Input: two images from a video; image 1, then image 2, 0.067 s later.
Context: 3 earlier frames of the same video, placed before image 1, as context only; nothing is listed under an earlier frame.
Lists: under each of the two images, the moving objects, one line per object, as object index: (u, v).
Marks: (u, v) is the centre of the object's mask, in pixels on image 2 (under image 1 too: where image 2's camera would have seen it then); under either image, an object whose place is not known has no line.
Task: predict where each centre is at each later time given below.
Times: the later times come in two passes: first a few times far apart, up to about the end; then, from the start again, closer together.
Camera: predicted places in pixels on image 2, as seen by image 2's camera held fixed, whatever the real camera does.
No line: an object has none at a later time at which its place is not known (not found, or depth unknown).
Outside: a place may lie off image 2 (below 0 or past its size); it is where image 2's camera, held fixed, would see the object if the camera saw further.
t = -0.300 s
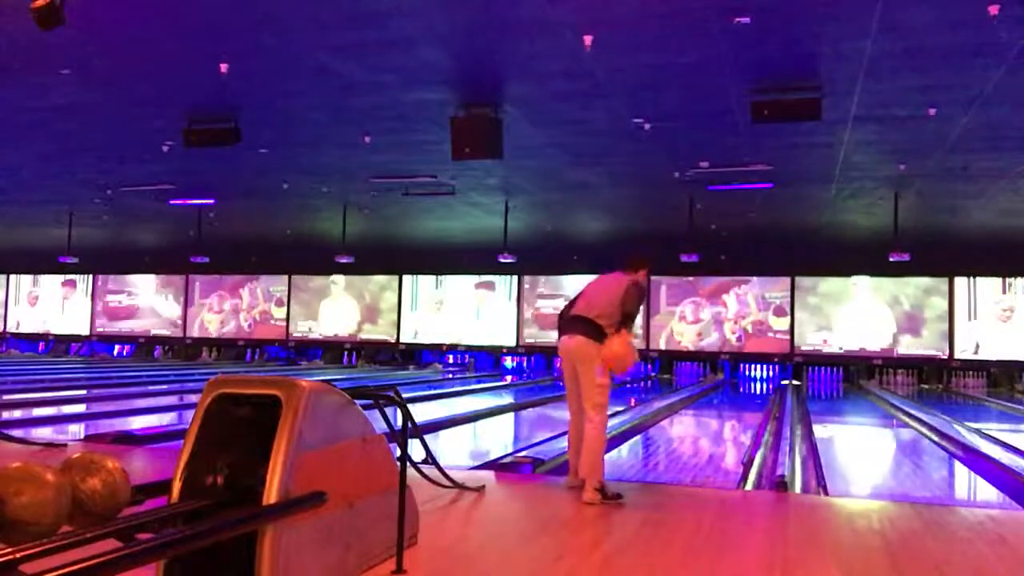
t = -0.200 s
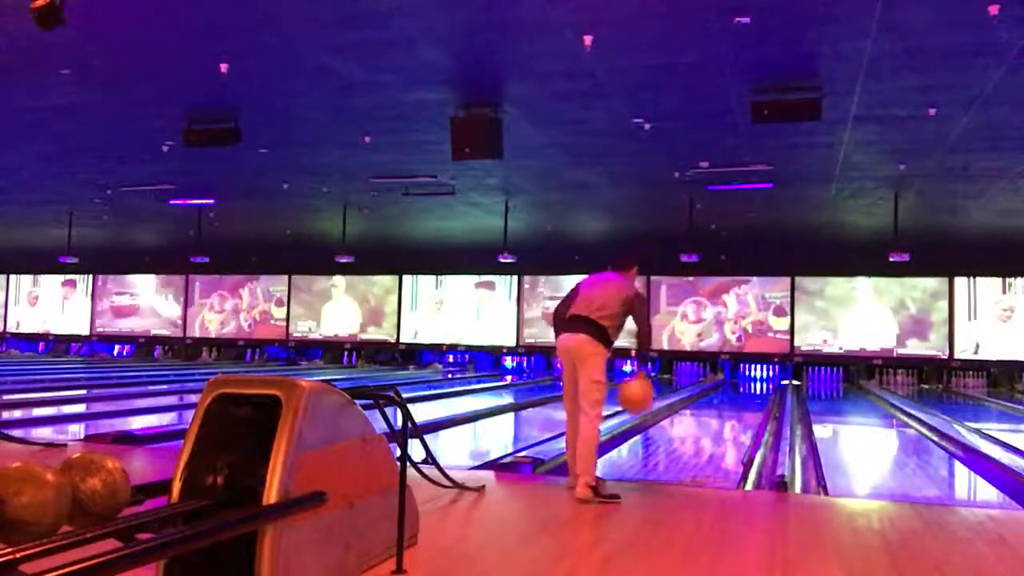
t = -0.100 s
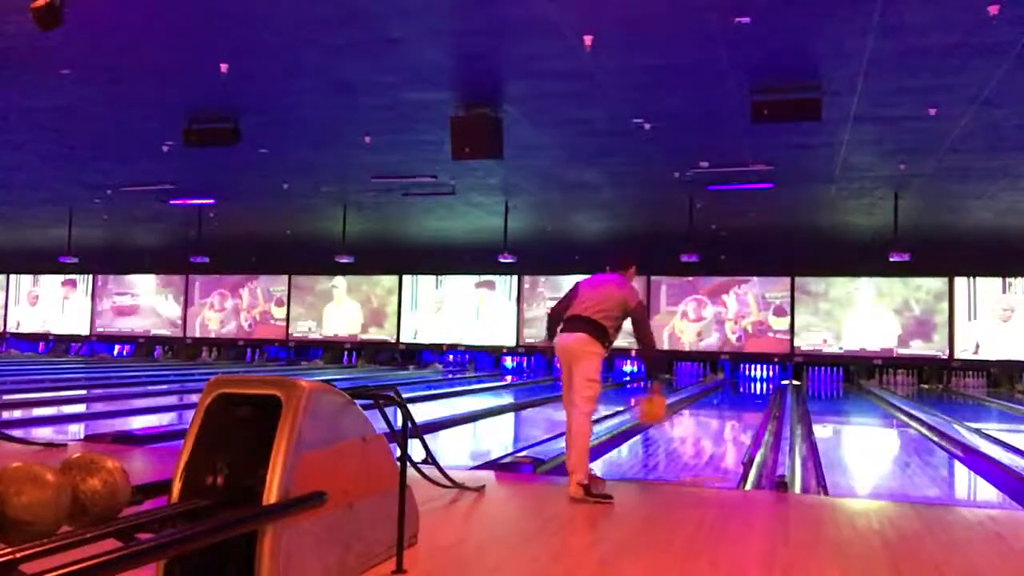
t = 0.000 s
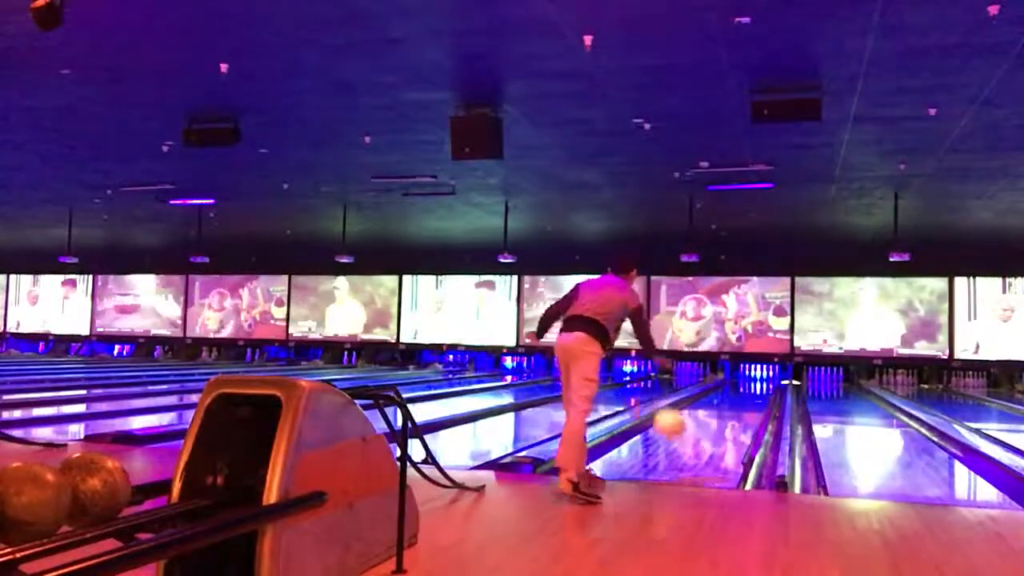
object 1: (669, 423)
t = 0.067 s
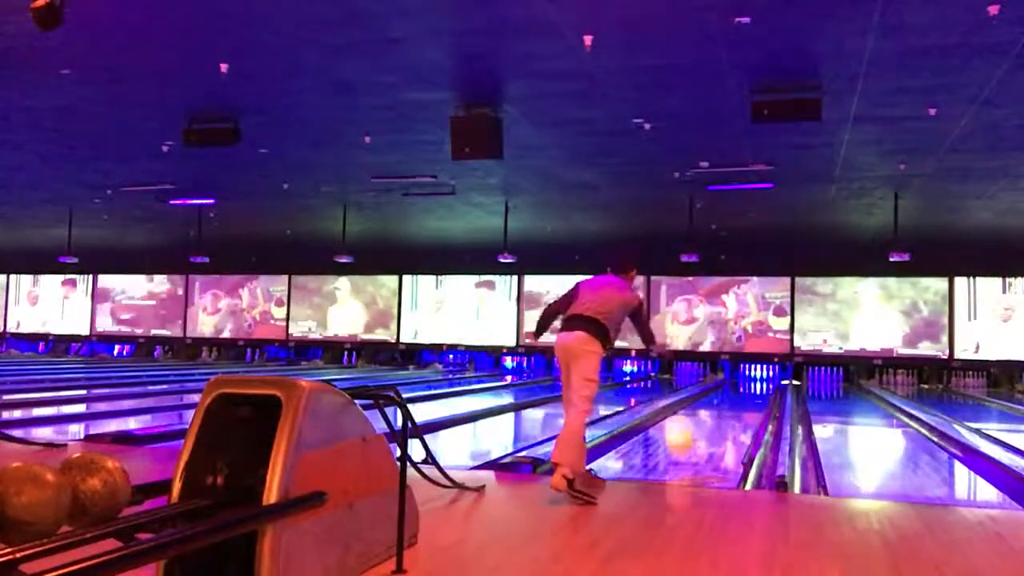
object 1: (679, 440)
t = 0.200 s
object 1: (695, 437)
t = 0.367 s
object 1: (716, 429)
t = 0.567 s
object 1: (731, 421)
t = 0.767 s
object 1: (743, 414)
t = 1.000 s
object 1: (755, 407)
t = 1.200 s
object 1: (757, 403)
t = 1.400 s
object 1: (756, 400)
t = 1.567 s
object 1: (755, 397)
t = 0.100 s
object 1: (684, 446)
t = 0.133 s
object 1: (688, 441)
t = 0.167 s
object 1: (692, 439)
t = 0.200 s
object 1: (695, 437)
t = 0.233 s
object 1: (699, 437)
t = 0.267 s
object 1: (703, 436)
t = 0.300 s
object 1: (707, 434)
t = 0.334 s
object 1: (713, 430)
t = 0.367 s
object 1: (716, 429)
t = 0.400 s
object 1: (718, 427)
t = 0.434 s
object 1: (721, 426)
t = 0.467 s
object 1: (724, 424)
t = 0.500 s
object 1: (726, 423)
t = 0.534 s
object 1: (729, 422)
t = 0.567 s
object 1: (731, 421)
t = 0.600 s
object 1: (734, 418)
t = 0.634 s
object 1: (735, 417)
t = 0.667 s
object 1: (738, 416)
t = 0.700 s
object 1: (739, 415)
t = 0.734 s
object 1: (742, 414)
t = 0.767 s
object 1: (743, 414)
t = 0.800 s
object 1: (745, 412)
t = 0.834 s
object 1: (747, 411)
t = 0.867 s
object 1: (747, 411)
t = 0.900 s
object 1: (749, 410)
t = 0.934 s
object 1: (750, 410)
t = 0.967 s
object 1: (753, 408)
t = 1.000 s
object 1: (755, 407)
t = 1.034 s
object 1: (756, 406)
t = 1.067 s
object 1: (758, 406)
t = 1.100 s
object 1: (758, 405)
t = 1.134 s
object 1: (758, 404)
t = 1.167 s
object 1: (758, 403)
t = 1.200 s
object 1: (757, 403)
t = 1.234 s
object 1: (757, 403)
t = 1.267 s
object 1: (757, 402)
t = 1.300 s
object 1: (757, 401)
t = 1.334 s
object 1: (757, 401)
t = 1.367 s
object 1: (756, 400)
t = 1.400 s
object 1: (756, 400)
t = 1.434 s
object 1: (756, 399)
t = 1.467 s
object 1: (756, 398)
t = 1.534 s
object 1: (755, 398)
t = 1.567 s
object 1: (755, 397)
